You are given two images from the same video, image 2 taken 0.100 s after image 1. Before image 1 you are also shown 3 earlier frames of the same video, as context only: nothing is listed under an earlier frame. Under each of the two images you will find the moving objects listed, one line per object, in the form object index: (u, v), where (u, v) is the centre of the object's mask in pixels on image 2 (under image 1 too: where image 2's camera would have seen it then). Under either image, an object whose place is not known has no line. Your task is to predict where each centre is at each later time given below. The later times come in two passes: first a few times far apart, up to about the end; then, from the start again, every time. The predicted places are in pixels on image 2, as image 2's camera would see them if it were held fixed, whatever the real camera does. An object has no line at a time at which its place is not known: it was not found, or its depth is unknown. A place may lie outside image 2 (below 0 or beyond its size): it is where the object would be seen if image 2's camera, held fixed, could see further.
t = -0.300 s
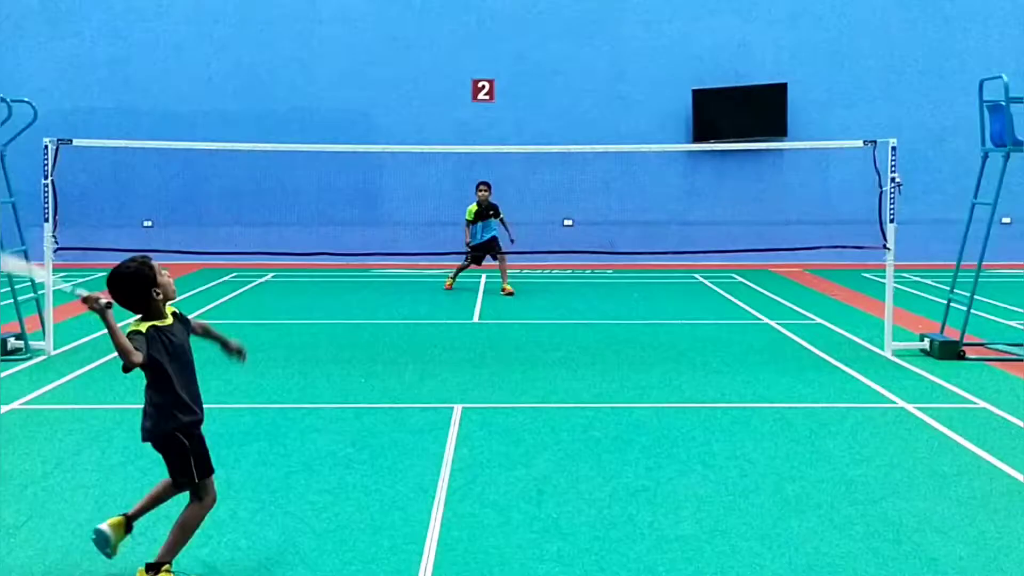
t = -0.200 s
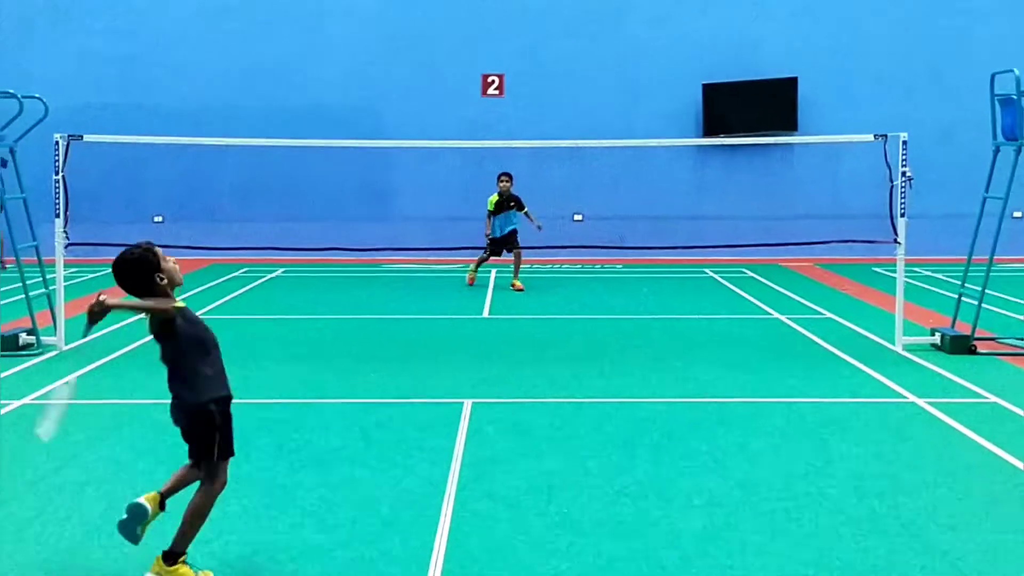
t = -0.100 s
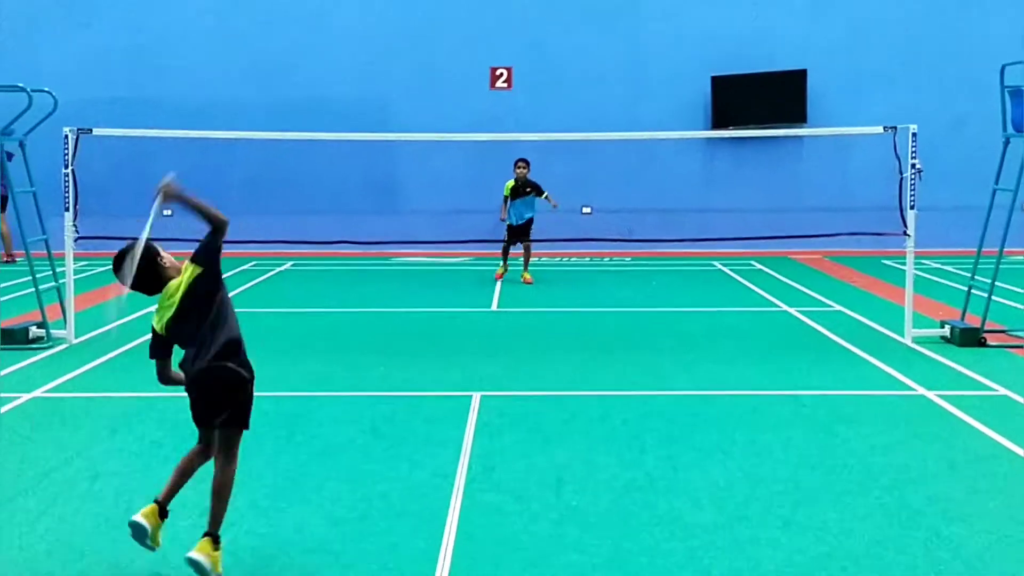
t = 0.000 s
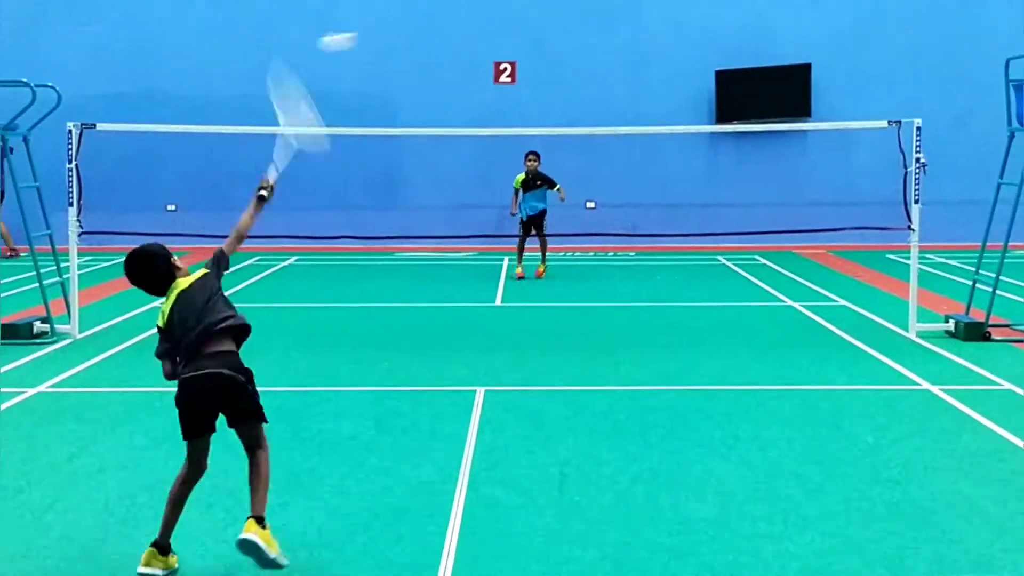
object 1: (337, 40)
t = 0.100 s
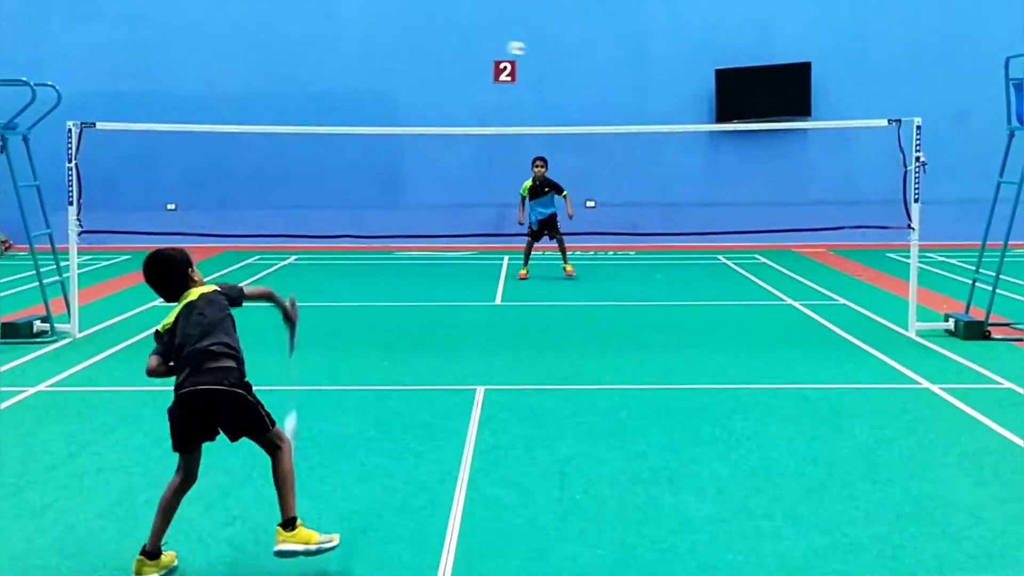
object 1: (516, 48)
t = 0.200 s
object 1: (593, 67)
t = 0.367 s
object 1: (657, 107)
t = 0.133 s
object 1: (547, 54)
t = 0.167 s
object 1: (572, 60)
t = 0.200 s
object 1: (593, 67)
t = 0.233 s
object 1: (611, 75)
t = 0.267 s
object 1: (625, 82)
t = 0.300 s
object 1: (637, 90)
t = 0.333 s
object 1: (648, 99)
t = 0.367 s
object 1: (657, 107)
